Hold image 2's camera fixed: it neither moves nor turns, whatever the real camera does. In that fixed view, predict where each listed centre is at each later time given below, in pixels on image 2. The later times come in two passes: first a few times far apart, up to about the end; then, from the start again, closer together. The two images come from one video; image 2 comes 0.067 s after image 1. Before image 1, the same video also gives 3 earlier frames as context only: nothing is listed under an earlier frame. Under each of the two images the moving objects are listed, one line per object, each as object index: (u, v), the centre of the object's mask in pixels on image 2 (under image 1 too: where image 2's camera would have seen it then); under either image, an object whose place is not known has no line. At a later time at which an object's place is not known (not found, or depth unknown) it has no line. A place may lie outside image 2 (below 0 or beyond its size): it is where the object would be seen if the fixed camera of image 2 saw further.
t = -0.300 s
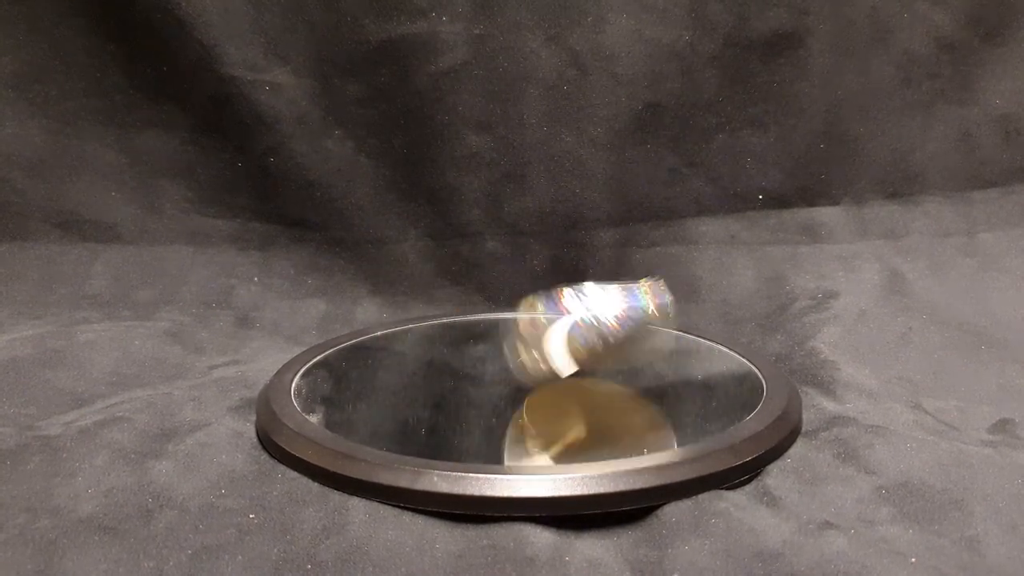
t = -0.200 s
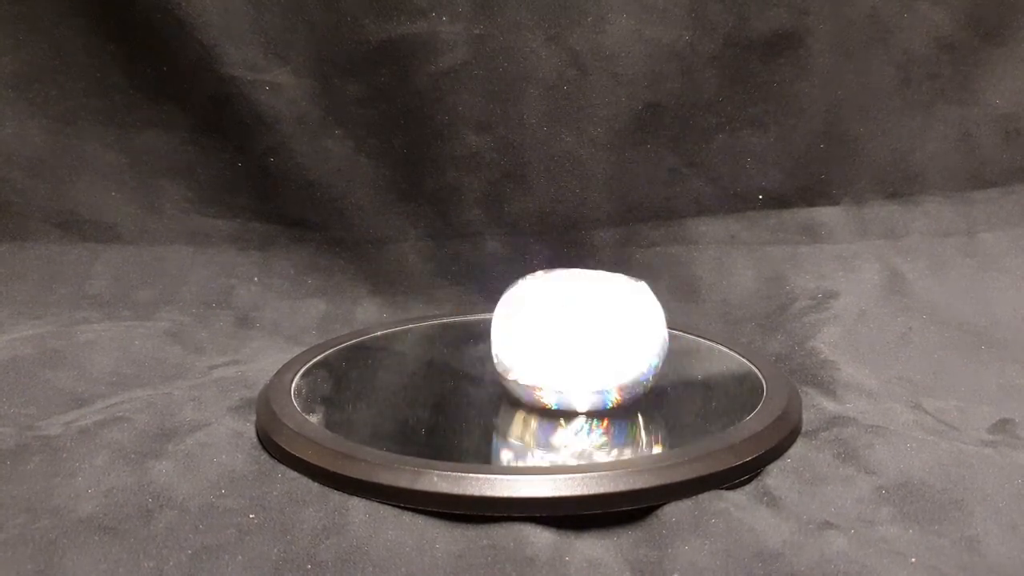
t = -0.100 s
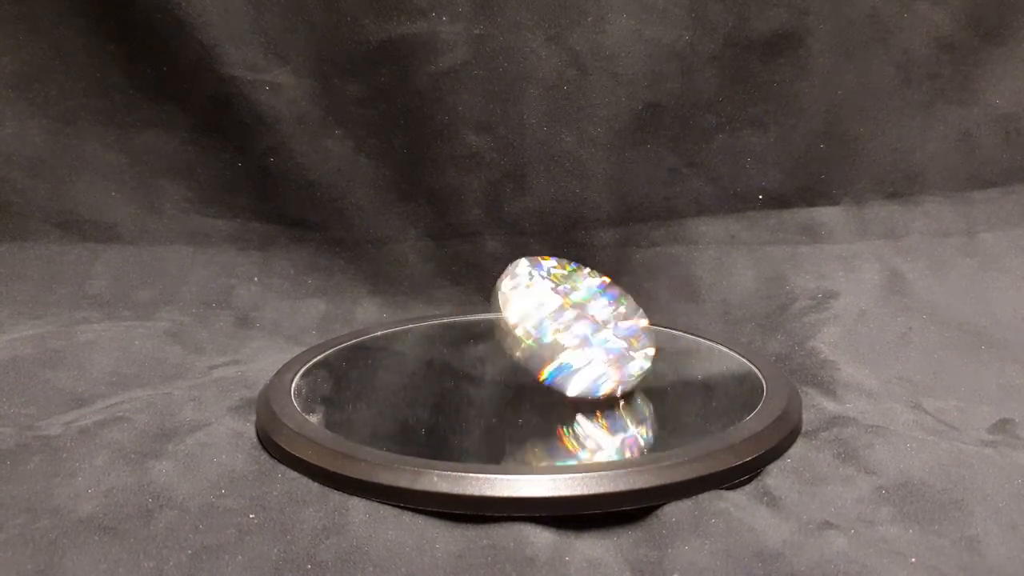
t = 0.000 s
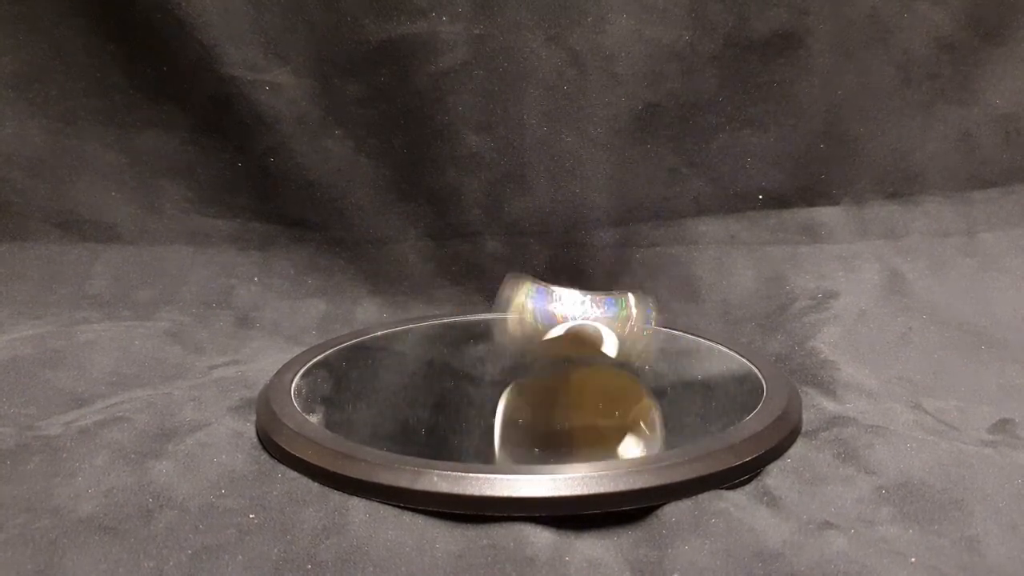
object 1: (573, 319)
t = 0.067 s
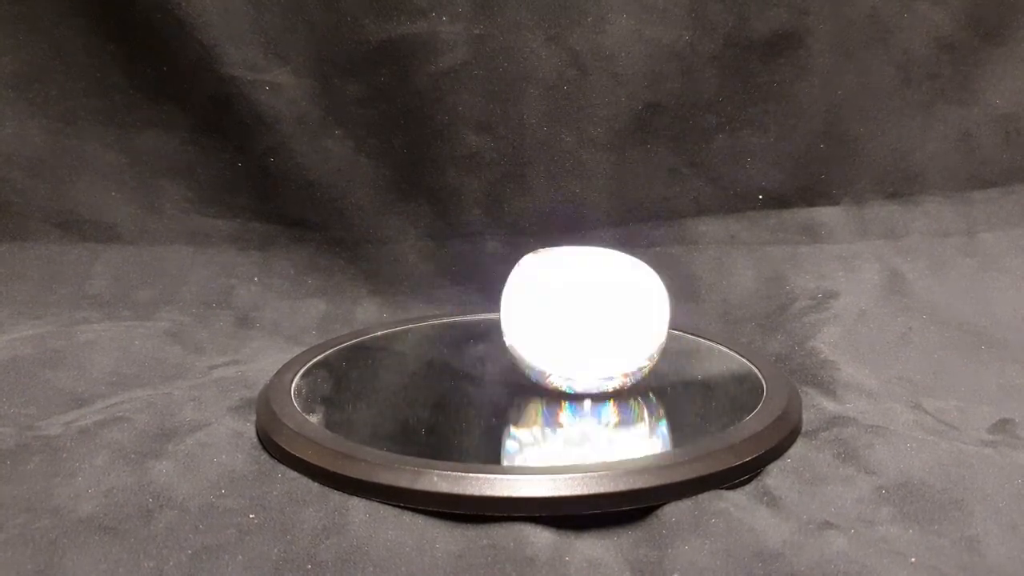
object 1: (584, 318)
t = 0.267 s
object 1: (609, 316)
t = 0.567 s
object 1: (604, 317)
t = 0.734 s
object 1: (588, 309)
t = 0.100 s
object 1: (584, 319)
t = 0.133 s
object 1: (587, 316)
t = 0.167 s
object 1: (600, 321)
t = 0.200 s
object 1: (605, 316)
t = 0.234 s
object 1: (604, 315)
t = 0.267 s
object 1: (609, 316)
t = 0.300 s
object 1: (621, 325)
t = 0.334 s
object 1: (620, 323)
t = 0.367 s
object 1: (617, 321)
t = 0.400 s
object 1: (615, 319)
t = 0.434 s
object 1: (617, 320)
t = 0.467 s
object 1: (617, 333)
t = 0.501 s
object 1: (613, 330)
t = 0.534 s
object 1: (606, 324)
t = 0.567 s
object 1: (604, 317)
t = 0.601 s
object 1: (598, 334)
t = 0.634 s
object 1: (594, 334)
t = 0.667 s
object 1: (588, 330)
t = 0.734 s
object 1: (588, 309)
